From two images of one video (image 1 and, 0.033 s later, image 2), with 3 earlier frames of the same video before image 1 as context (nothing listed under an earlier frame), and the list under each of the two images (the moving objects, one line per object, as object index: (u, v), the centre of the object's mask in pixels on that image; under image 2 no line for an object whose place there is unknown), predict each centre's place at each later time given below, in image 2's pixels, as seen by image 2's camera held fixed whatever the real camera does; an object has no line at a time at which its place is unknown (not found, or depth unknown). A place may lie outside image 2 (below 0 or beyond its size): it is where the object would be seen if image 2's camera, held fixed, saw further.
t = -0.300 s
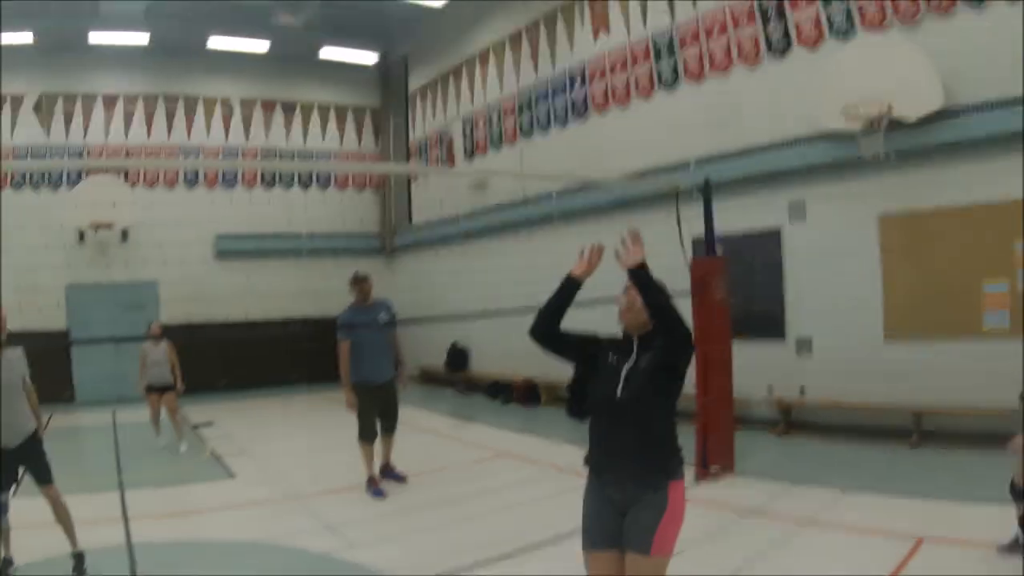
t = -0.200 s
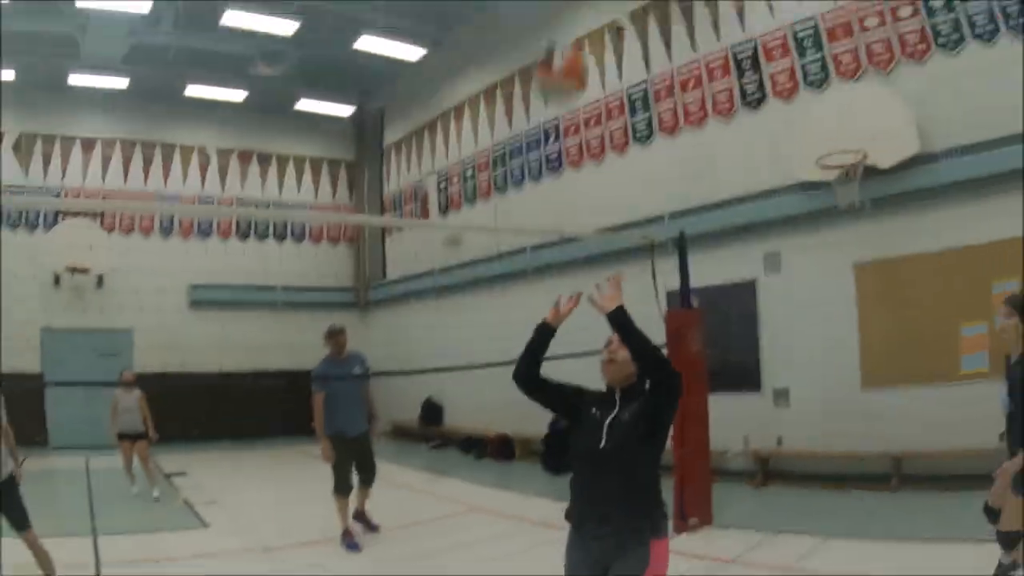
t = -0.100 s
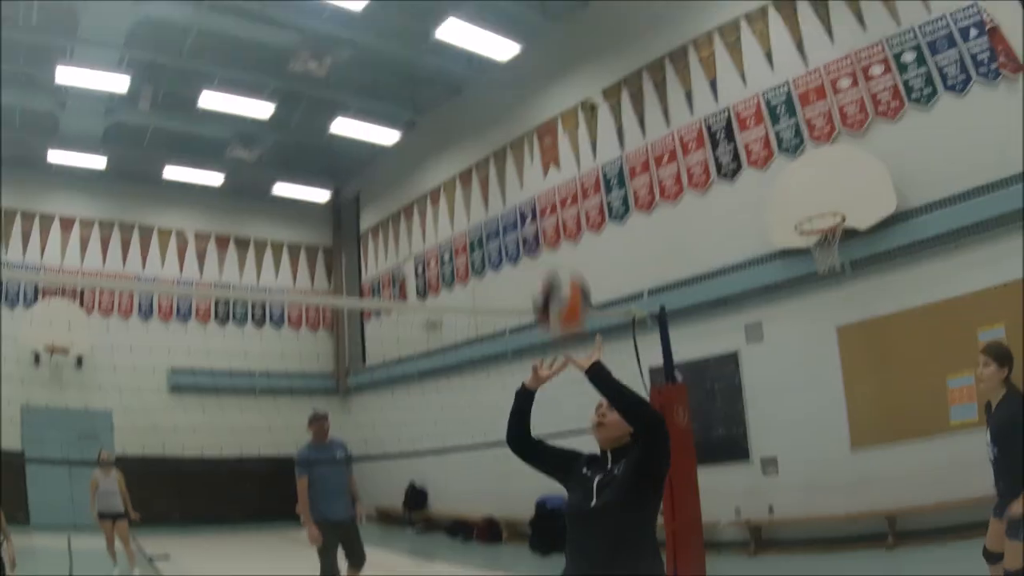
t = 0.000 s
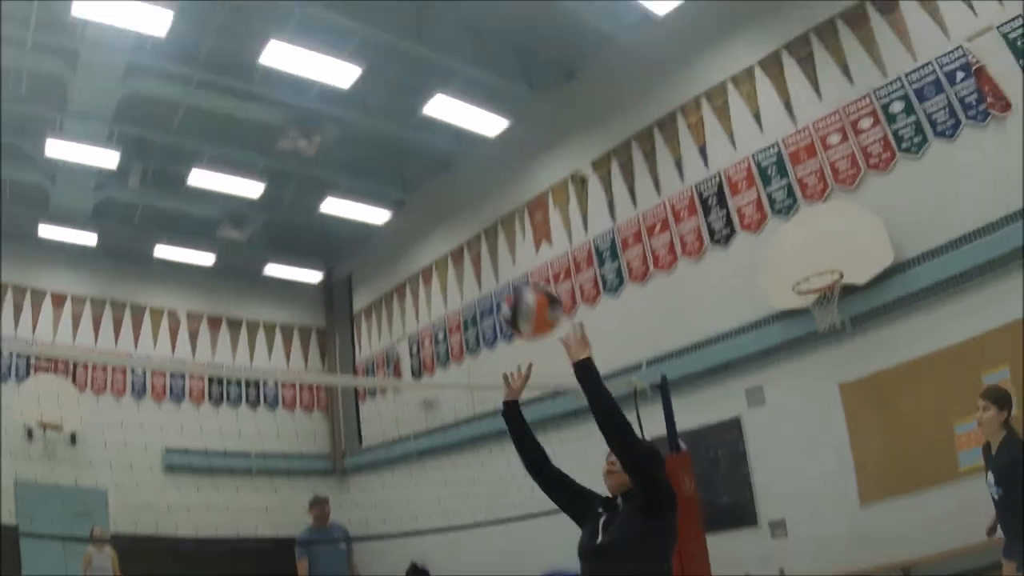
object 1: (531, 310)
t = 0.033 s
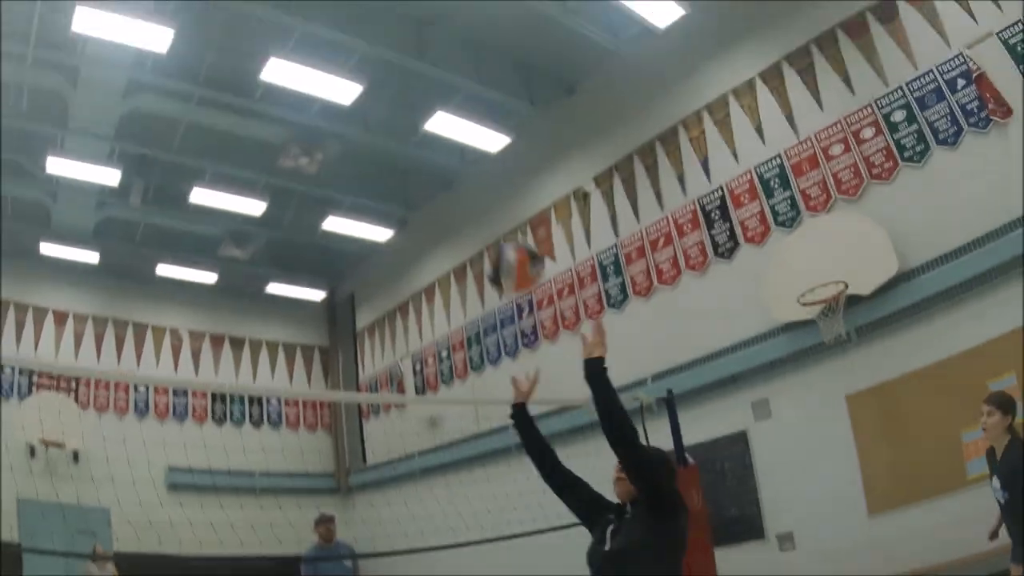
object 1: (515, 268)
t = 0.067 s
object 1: (497, 211)
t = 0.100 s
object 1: (479, 159)
